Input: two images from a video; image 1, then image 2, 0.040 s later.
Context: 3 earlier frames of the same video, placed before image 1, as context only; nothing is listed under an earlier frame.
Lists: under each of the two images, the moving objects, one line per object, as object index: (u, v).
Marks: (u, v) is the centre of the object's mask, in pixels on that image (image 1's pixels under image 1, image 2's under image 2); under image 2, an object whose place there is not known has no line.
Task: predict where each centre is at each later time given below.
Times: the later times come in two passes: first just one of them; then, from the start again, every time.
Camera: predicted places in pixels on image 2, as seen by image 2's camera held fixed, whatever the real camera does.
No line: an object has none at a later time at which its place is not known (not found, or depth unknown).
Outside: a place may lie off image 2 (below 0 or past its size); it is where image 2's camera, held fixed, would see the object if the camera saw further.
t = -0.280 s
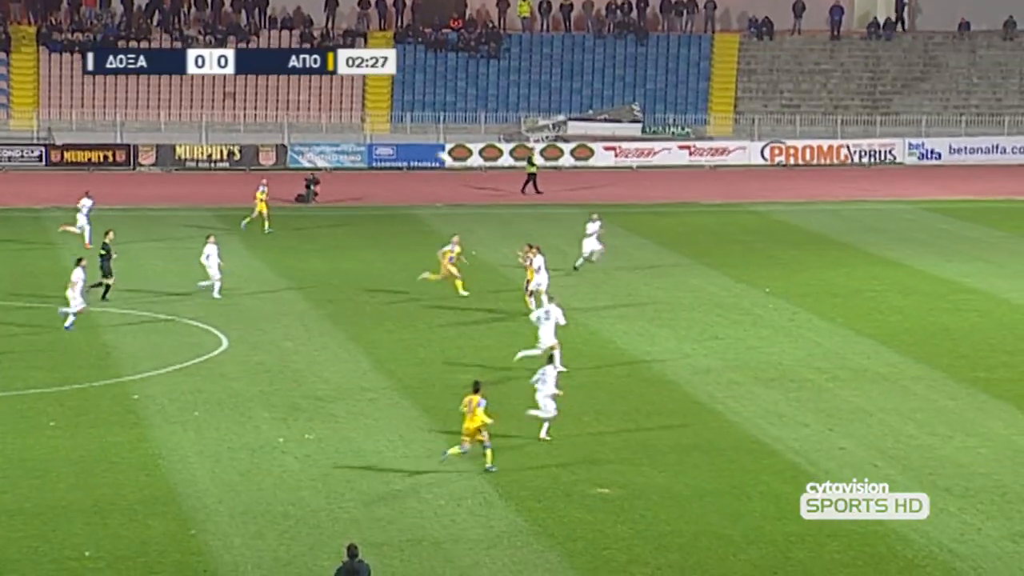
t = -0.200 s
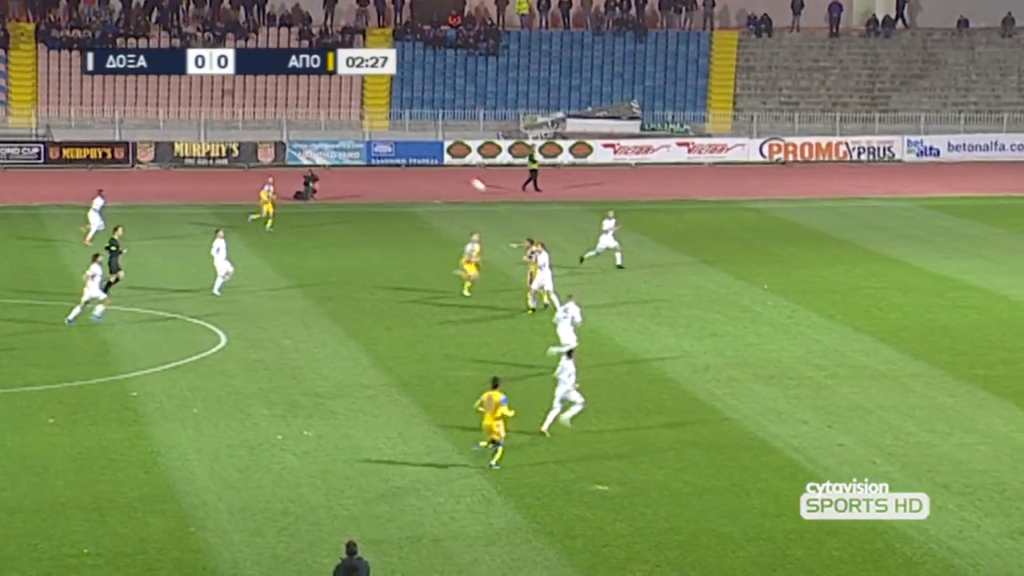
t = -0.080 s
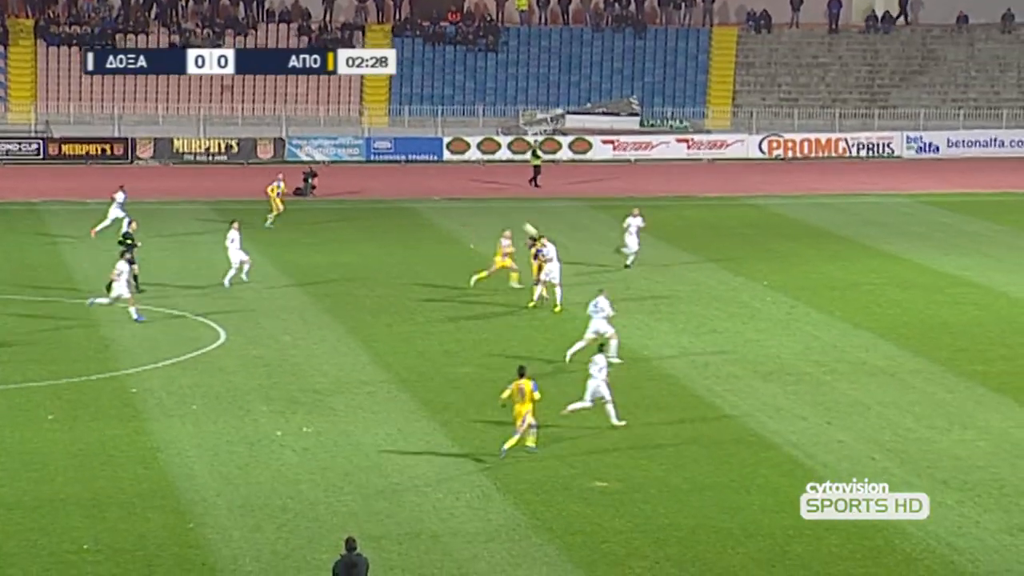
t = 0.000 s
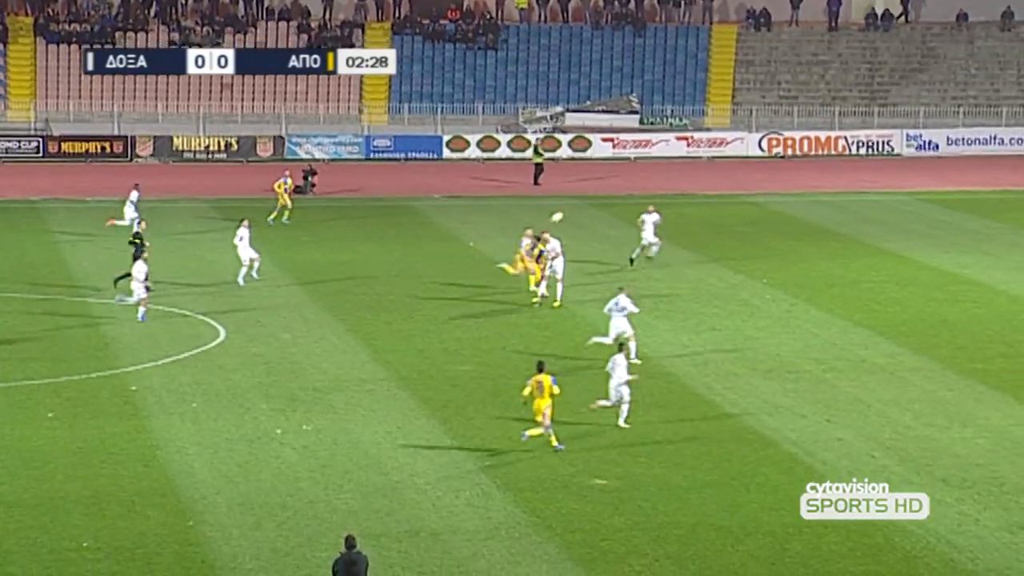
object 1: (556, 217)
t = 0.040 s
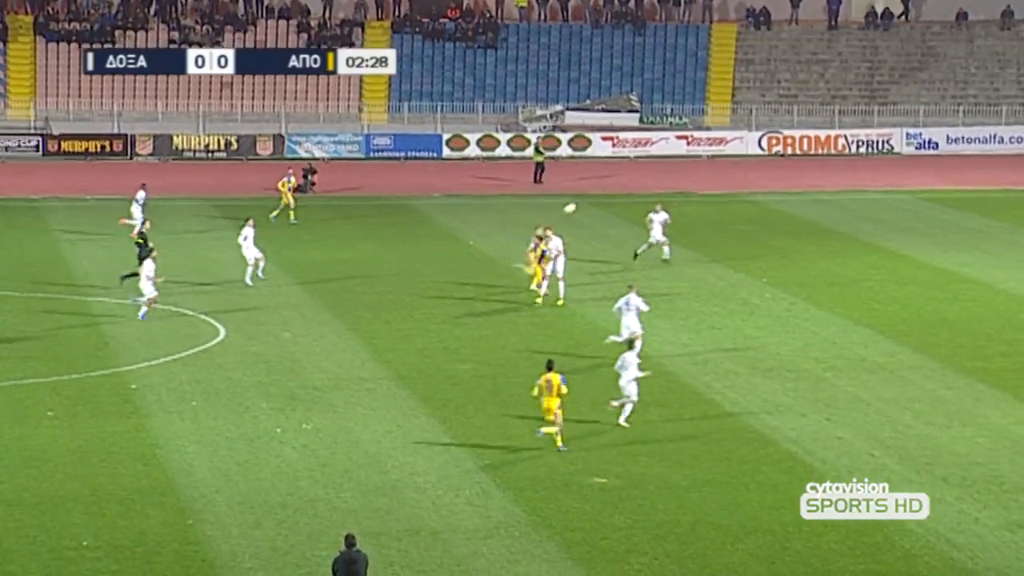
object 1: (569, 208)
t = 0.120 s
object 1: (596, 195)
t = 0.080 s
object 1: (583, 201)
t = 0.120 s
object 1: (596, 195)
